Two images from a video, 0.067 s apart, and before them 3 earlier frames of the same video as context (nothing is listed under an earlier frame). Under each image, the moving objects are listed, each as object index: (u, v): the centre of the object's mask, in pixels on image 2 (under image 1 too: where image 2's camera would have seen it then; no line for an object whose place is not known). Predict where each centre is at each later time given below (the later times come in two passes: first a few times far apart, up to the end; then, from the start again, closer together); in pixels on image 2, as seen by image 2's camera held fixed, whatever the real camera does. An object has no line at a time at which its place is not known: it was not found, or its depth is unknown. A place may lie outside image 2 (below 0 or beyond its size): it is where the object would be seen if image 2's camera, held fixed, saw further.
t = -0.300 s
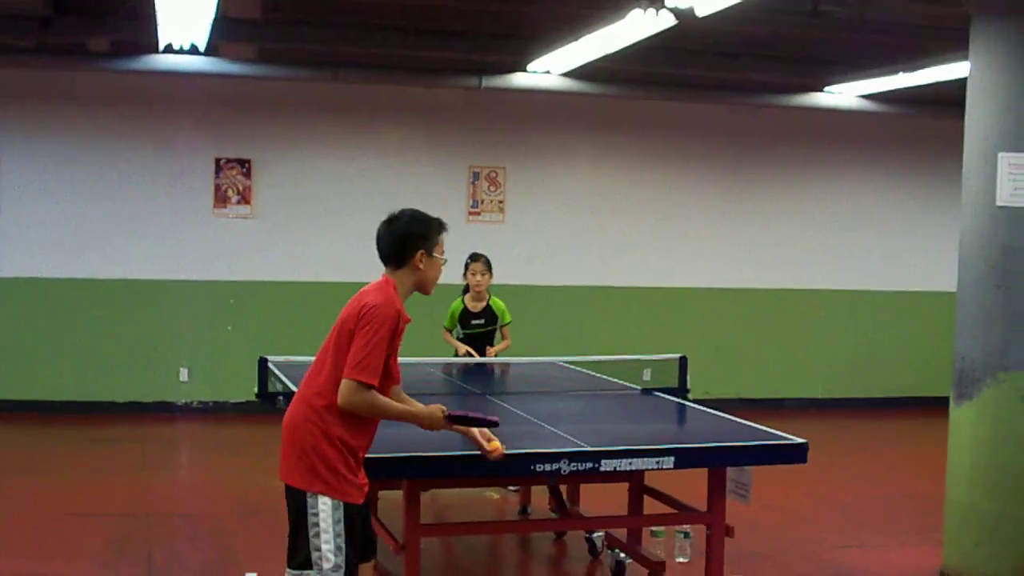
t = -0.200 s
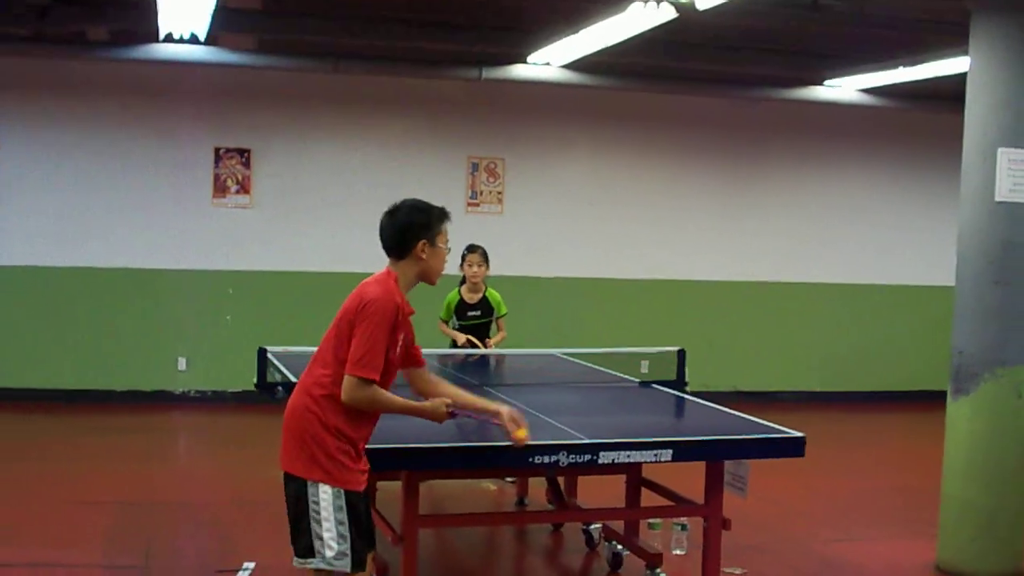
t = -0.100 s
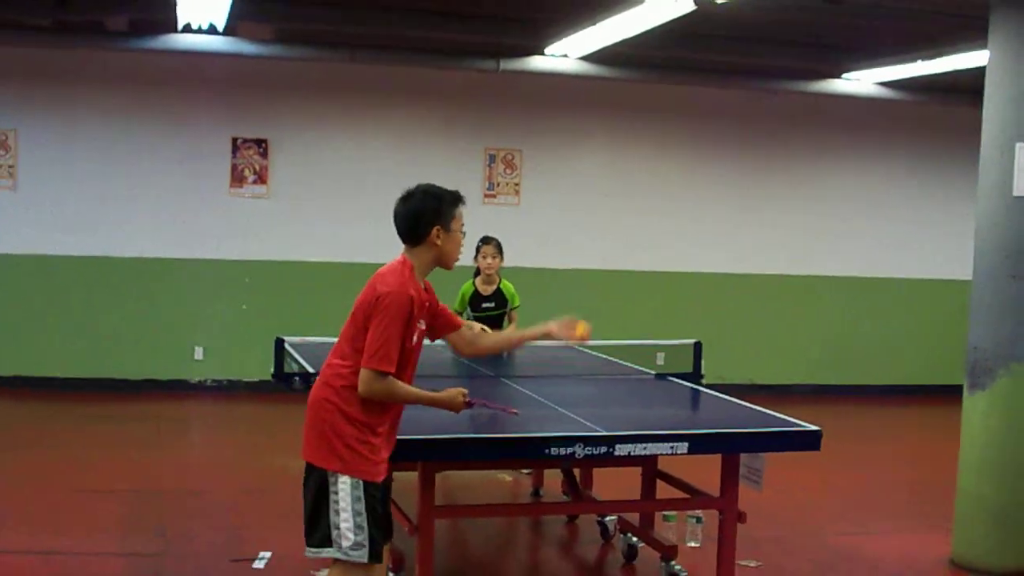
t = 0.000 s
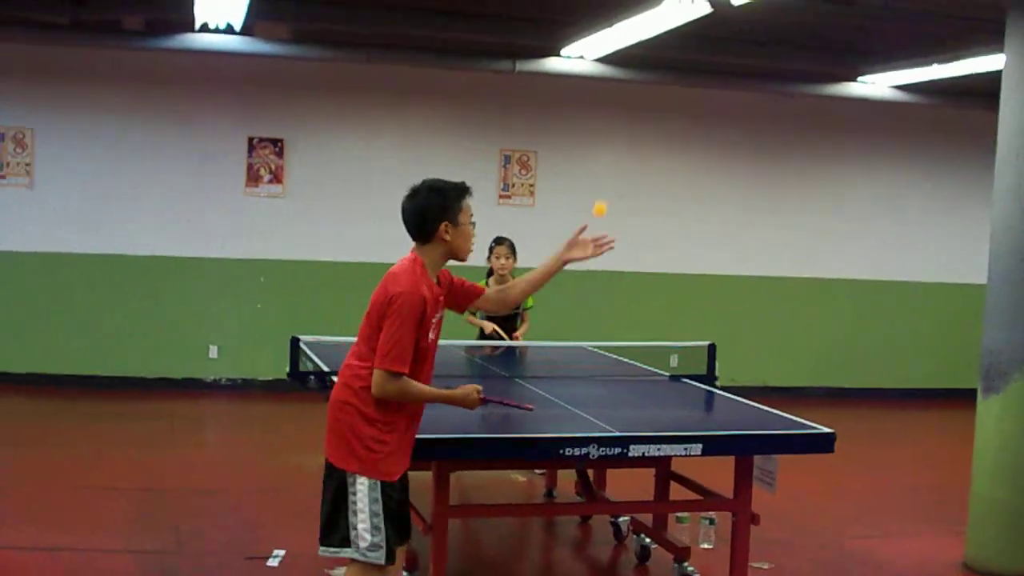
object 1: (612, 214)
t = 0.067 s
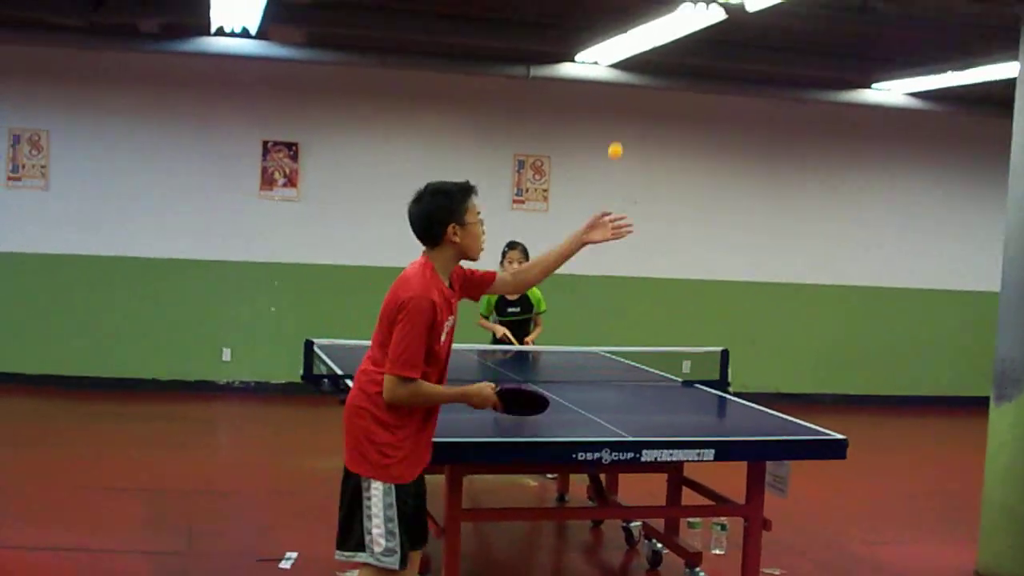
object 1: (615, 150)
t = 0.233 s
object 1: (614, 57)
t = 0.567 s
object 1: (590, 138)
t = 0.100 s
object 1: (616, 124)
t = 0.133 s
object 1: (616, 102)
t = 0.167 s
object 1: (616, 83)
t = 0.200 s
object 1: (616, 67)
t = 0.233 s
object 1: (614, 57)
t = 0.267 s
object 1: (612, 45)
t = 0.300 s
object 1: (609, 39)
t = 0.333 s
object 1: (608, 38)
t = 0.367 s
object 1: (606, 40)
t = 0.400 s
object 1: (604, 49)
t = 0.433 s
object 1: (601, 61)
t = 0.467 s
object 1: (598, 74)
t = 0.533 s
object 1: (593, 112)
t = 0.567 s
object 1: (590, 138)
